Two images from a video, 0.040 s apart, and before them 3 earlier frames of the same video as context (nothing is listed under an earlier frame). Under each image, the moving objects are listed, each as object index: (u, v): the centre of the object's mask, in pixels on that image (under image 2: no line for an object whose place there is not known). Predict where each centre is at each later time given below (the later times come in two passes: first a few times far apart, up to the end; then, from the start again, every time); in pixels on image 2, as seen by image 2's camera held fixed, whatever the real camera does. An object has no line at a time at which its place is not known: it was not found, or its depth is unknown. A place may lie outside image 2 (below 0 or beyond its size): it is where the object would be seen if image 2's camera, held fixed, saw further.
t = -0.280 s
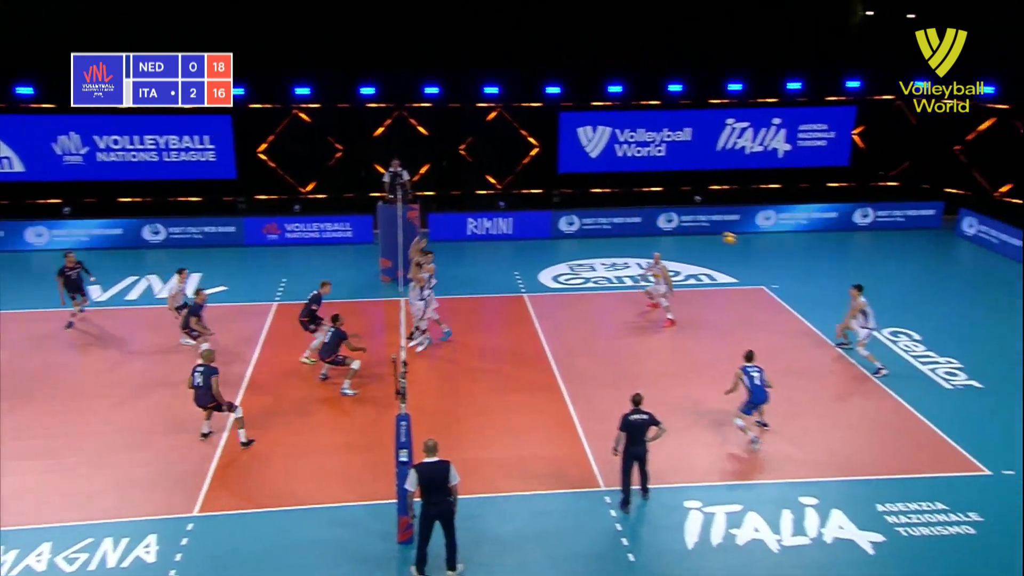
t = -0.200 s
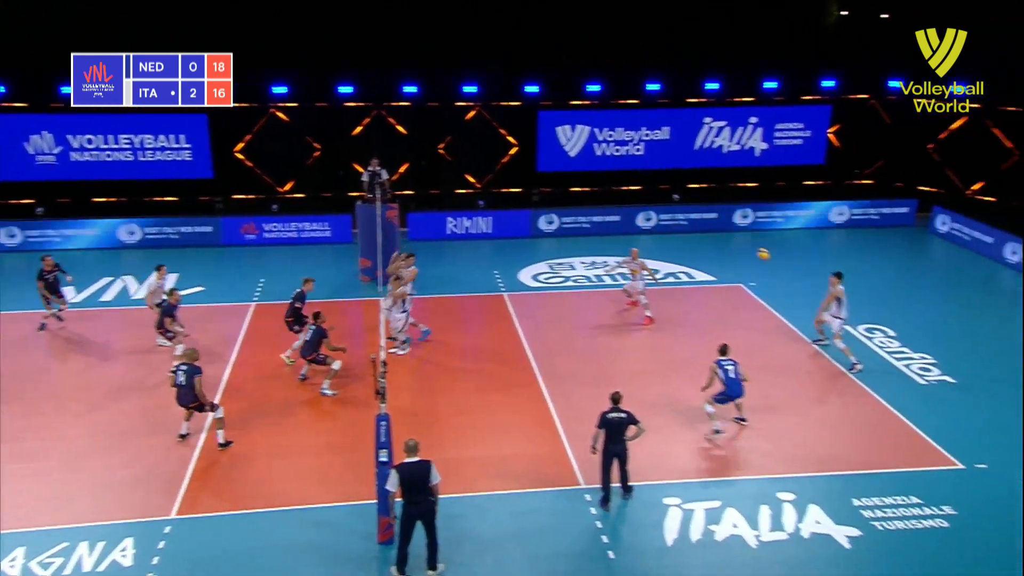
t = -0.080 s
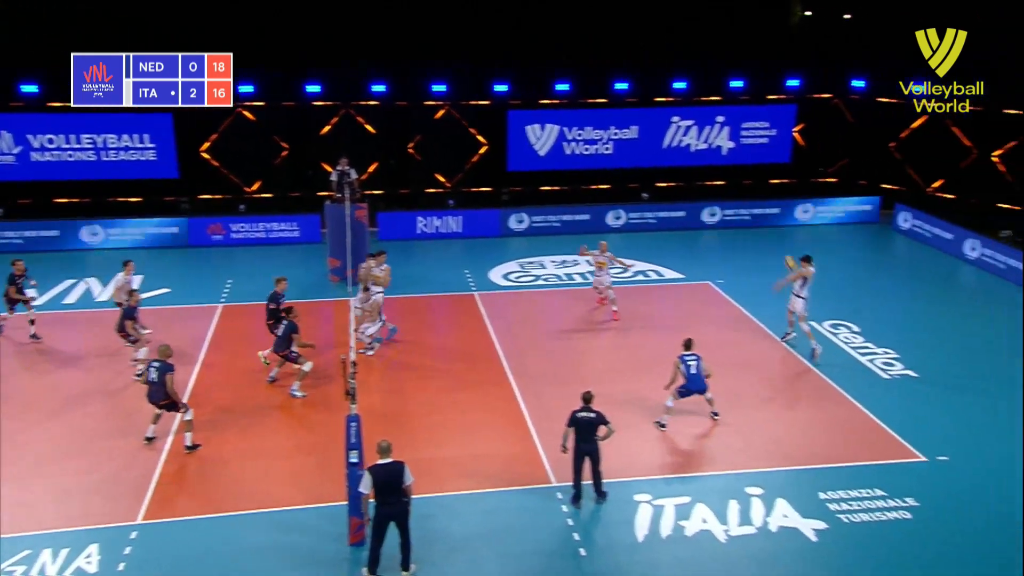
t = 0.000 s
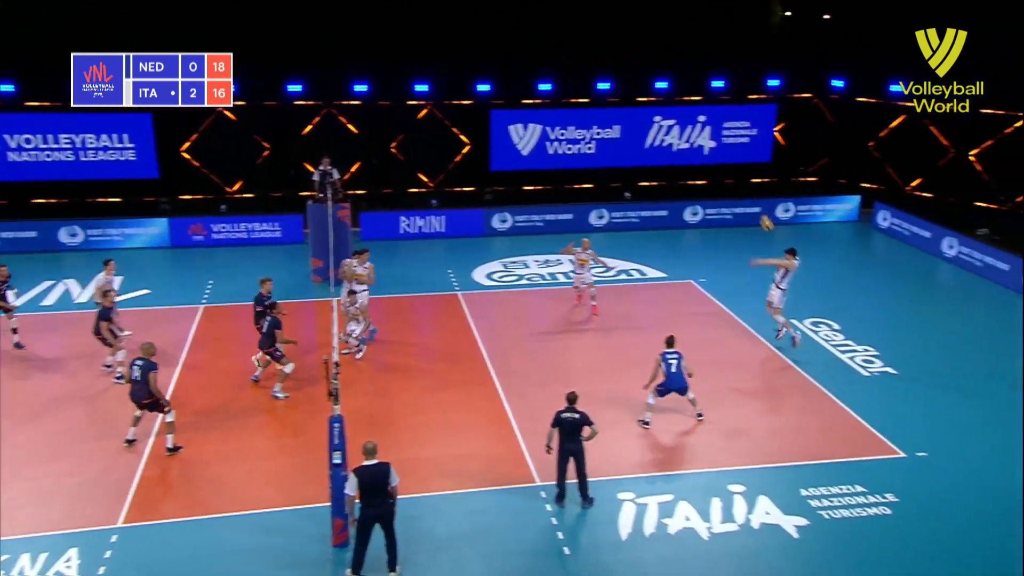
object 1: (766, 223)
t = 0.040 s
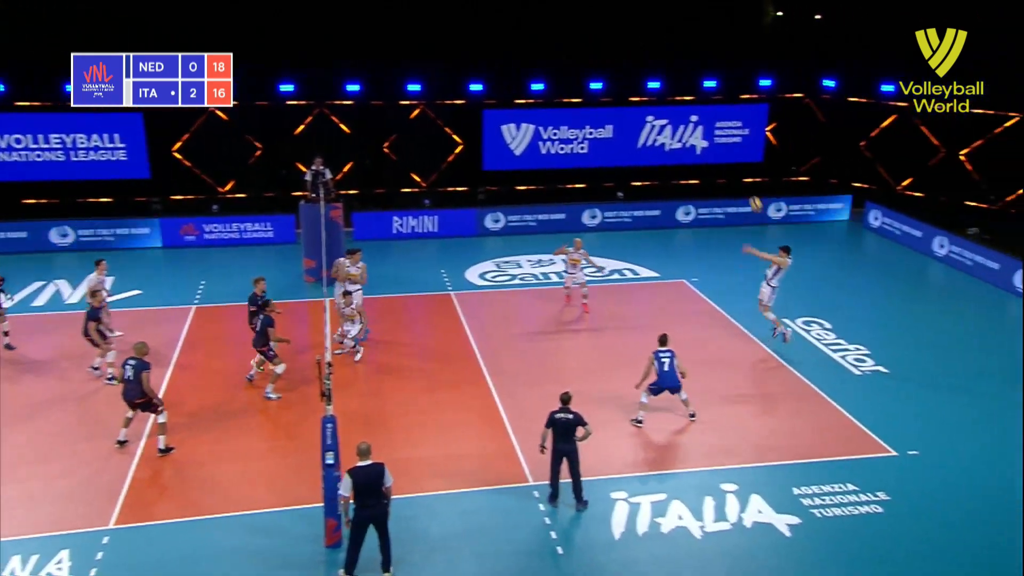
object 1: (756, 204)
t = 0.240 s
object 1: (741, 120)
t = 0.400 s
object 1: (725, 65)
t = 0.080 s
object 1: (753, 187)
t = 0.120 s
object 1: (750, 169)
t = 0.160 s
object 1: (747, 152)
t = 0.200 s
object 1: (744, 135)
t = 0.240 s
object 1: (741, 120)
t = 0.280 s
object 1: (737, 105)
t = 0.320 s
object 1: (733, 91)
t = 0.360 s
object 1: (729, 78)
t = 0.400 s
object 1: (725, 65)
